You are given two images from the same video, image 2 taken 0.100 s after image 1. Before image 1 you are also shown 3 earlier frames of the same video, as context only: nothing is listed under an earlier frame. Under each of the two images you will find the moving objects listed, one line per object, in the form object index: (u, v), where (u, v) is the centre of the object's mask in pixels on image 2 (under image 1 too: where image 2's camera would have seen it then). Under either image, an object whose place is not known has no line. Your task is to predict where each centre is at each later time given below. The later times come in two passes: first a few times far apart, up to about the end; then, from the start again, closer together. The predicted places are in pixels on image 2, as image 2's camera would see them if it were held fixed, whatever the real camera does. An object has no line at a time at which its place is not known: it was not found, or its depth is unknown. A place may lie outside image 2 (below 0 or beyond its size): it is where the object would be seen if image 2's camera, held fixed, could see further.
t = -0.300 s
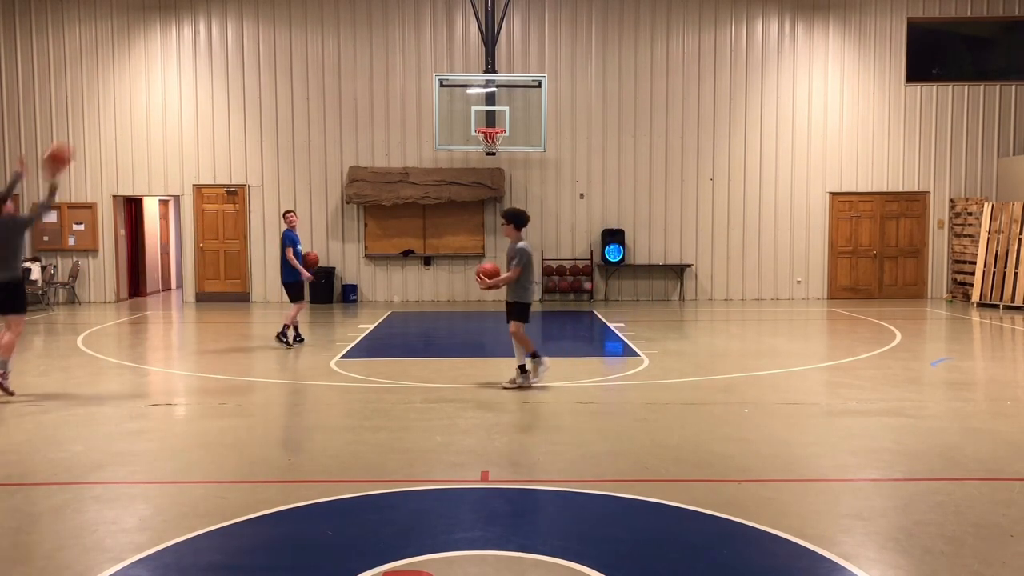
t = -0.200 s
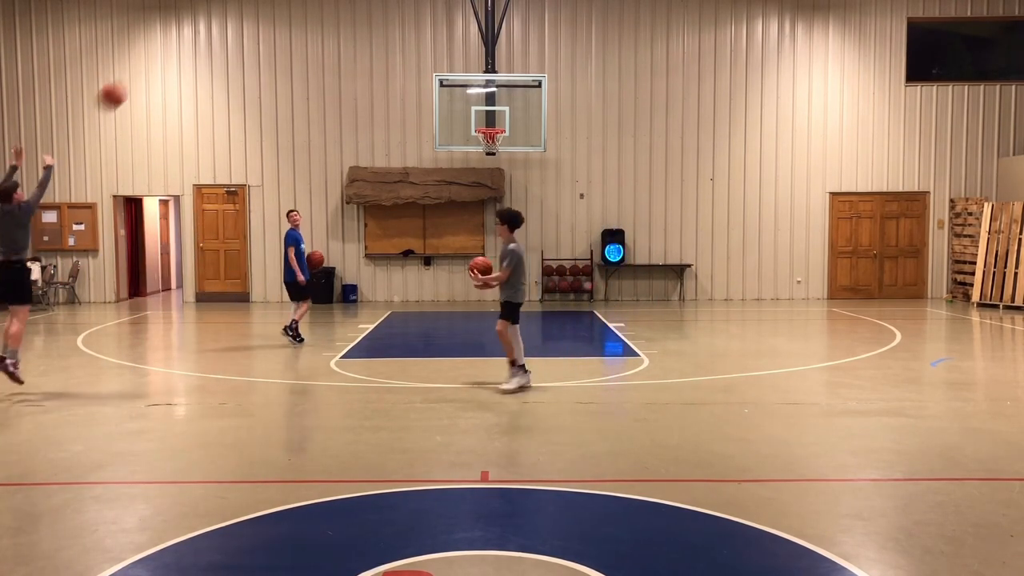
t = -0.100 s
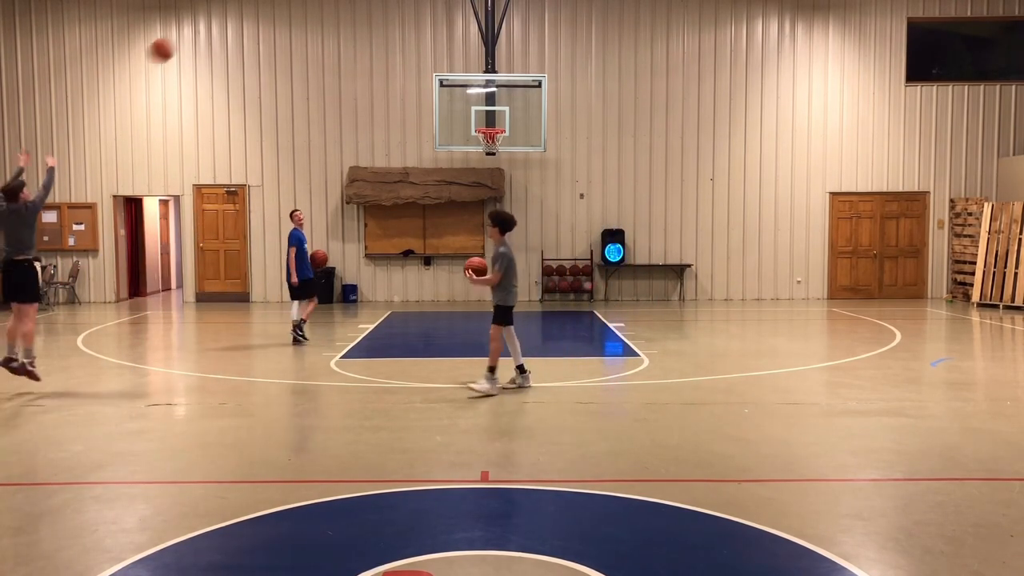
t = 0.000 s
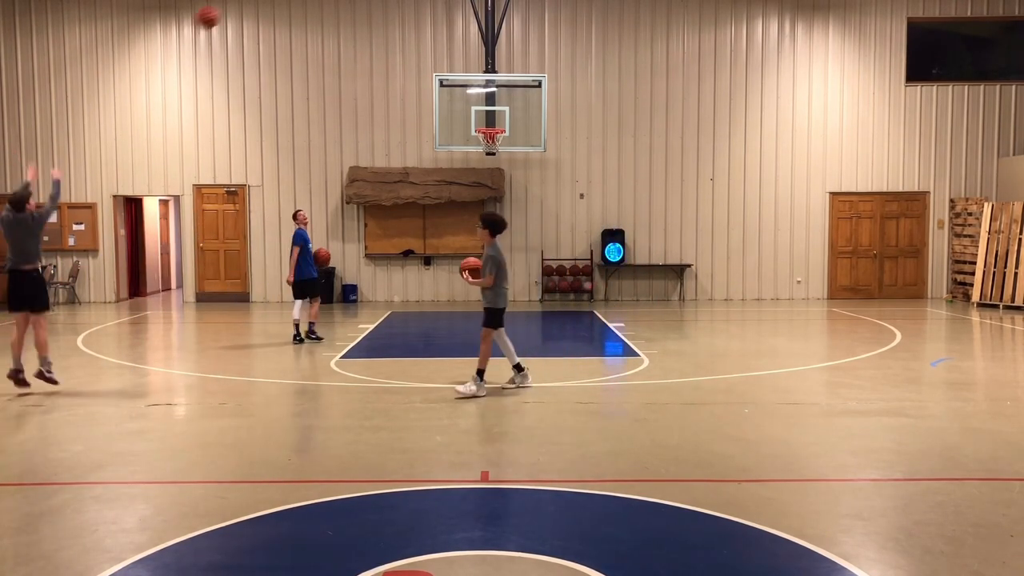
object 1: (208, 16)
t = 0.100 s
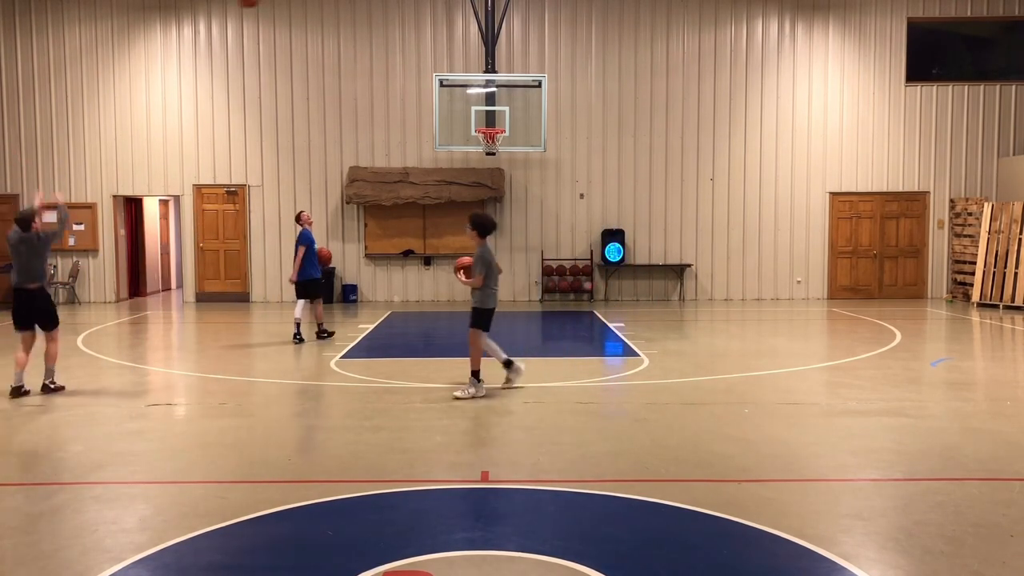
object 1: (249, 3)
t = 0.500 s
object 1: (383, 5)
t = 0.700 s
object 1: (434, 45)
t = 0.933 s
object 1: (485, 119)
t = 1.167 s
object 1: (492, 100)
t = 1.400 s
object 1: (479, 82)
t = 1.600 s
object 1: (469, 91)
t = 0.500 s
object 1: (383, 5)
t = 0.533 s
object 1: (392, 8)
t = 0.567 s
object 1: (401, 14)
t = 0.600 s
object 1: (410, 21)
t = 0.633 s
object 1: (418, 28)
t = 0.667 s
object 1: (427, 36)
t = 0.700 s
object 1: (434, 45)
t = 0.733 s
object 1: (442, 54)
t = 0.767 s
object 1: (450, 63)
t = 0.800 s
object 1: (457, 73)
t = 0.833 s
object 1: (465, 85)
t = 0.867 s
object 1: (472, 95)
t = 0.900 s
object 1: (479, 107)
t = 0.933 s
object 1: (485, 119)
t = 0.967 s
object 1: (491, 122)
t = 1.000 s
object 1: (495, 122)
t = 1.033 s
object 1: (498, 123)
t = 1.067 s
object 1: (497, 116)
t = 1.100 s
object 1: (496, 110)
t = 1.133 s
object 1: (494, 104)
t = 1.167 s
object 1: (492, 100)
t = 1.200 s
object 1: (491, 96)
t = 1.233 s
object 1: (488, 91)
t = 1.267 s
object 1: (487, 88)
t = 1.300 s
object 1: (485, 86)
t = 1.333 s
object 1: (483, 84)
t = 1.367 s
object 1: (481, 83)
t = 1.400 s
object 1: (479, 82)
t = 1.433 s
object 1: (478, 81)
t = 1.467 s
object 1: (476, 82)
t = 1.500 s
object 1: (474, 83)
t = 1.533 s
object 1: (472, 85)
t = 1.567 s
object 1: (471, 88)
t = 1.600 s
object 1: (469, 91)
